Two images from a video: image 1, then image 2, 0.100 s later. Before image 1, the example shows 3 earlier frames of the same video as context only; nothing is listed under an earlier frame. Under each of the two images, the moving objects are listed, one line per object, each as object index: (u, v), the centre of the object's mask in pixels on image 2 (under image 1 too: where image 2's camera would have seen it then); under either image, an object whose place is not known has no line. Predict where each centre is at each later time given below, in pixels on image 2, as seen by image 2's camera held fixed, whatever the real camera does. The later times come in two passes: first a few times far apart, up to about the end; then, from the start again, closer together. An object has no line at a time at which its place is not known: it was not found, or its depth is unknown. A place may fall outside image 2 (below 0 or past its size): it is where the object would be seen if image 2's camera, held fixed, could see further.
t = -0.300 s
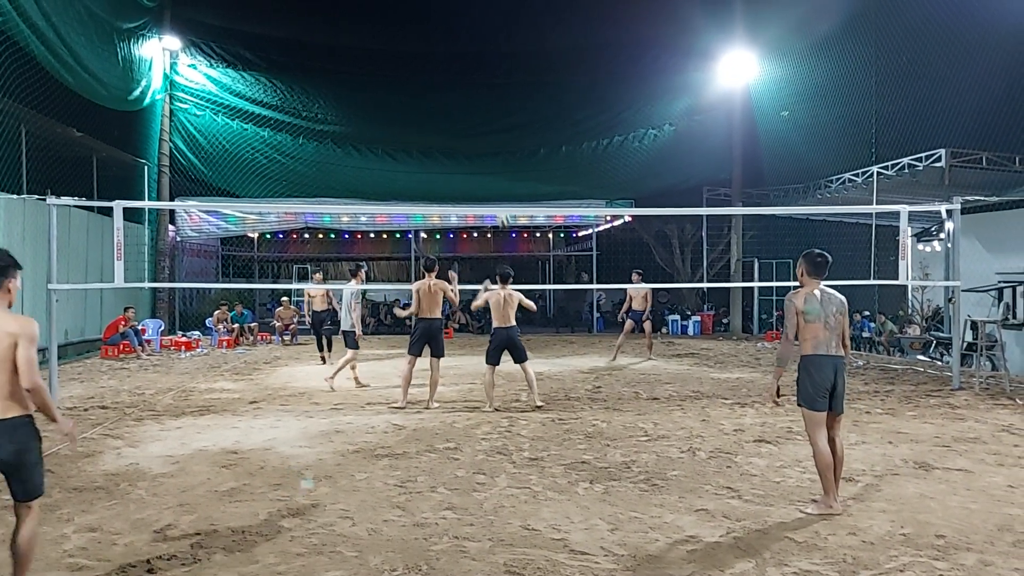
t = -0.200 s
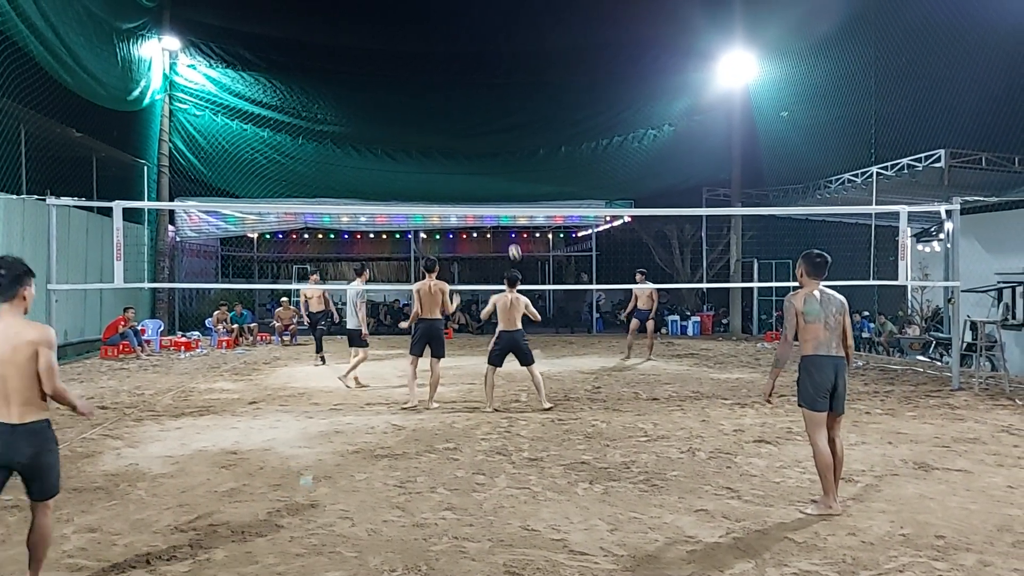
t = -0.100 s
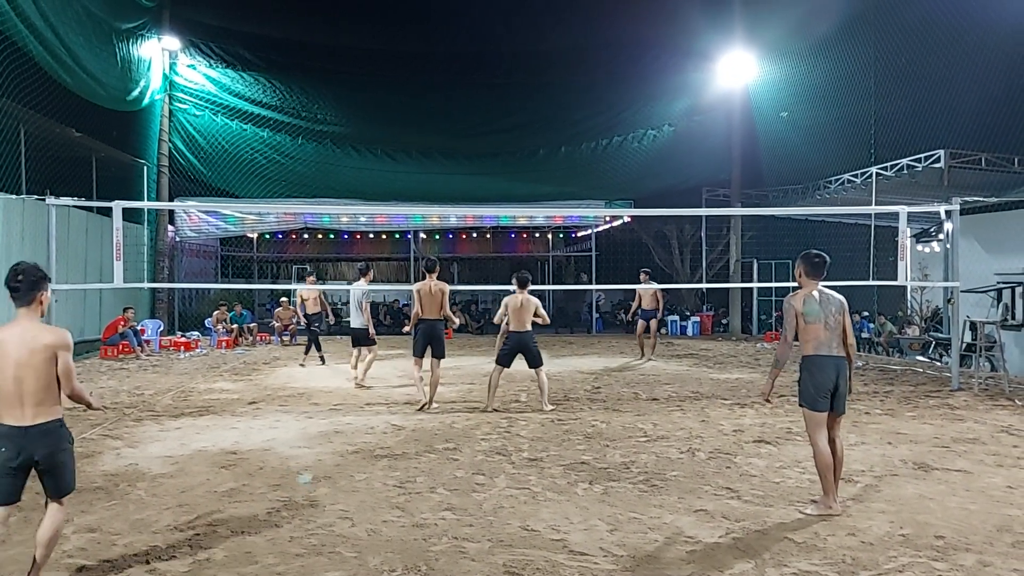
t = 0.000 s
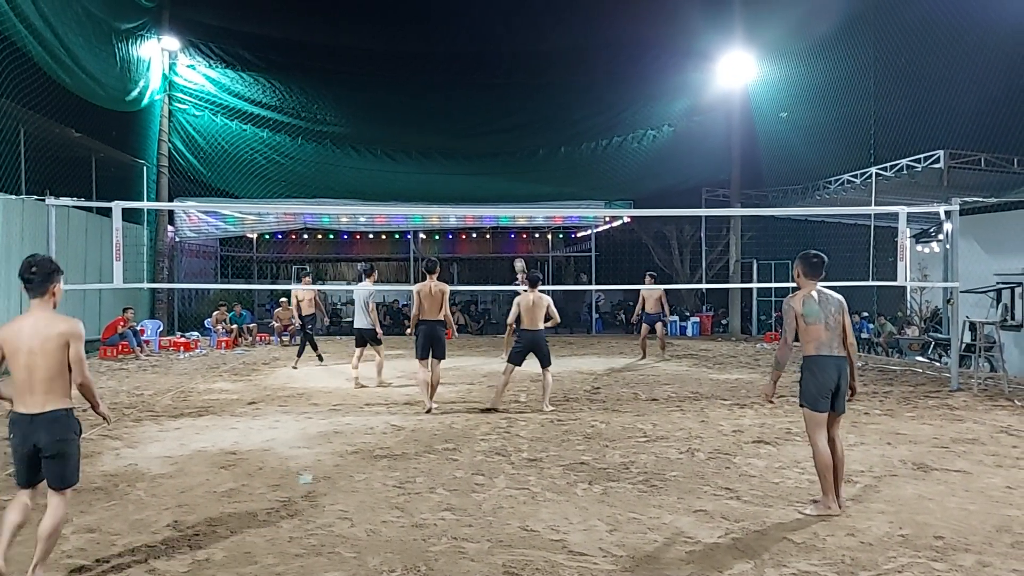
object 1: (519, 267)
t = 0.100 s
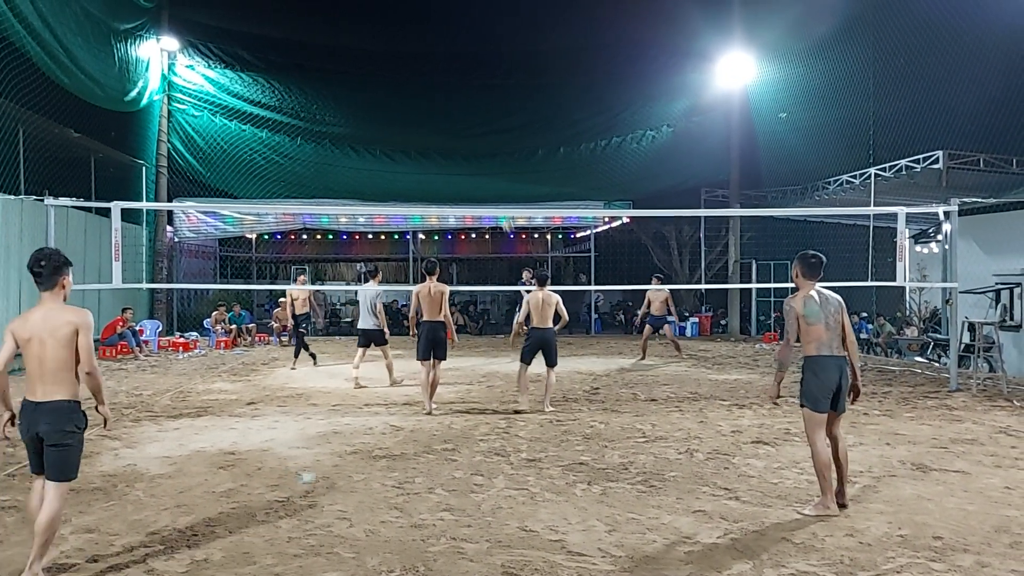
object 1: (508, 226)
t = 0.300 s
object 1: (484, 160)
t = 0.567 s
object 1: (451, 103)
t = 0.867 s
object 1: (415, 85)
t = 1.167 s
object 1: (378, 115)
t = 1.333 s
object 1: (358, 154)
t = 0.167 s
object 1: (499, 201)
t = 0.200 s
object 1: (496, 190)
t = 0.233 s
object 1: (492, 180)
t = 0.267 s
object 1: (487, 169)
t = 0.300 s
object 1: (484, 160)
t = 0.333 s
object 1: (480, 150)
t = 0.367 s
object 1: (476, 142)
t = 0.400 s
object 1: (472, 134)
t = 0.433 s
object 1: (468, 127)
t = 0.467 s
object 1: (464, 120)
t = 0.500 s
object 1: (460, 114)
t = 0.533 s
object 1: (455, 108)
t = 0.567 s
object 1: (451, 103)
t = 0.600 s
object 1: (447, 99)
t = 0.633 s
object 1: (443, 95)
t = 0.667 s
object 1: (439, 92)
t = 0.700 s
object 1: (435, 89)
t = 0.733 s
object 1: (431, 87)
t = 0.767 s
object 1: (427, 86)
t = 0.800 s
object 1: (423, 85)
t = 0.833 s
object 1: (419, 85)
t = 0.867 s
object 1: (415, 85)
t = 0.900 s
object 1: (411, 86)
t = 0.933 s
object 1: (406, 87)
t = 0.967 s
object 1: (402, 90)
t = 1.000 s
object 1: (398, 92)
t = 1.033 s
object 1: (394, 96)
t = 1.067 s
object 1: (390, 100)
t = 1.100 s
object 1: (386, 105)
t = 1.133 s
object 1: (382, 110)
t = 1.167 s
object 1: (378, 115)
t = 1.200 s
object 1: (374, 122)
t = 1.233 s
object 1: (370, 129)
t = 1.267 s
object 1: (366, 136)
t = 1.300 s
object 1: (362, 145)
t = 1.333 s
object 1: (358, 154)
